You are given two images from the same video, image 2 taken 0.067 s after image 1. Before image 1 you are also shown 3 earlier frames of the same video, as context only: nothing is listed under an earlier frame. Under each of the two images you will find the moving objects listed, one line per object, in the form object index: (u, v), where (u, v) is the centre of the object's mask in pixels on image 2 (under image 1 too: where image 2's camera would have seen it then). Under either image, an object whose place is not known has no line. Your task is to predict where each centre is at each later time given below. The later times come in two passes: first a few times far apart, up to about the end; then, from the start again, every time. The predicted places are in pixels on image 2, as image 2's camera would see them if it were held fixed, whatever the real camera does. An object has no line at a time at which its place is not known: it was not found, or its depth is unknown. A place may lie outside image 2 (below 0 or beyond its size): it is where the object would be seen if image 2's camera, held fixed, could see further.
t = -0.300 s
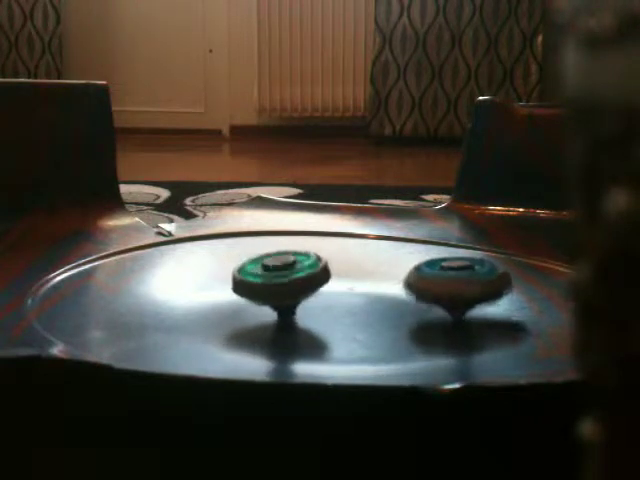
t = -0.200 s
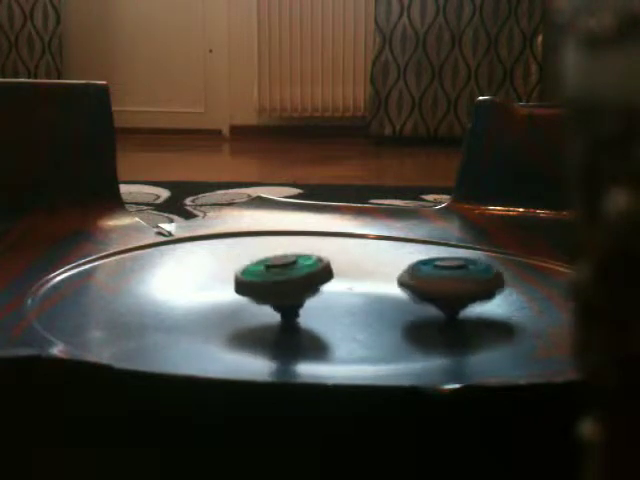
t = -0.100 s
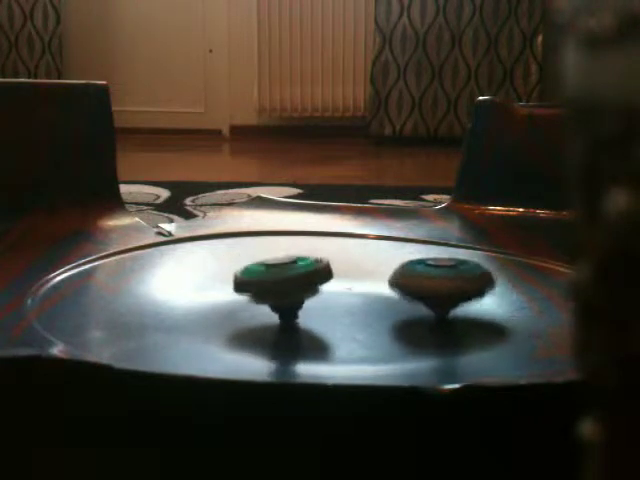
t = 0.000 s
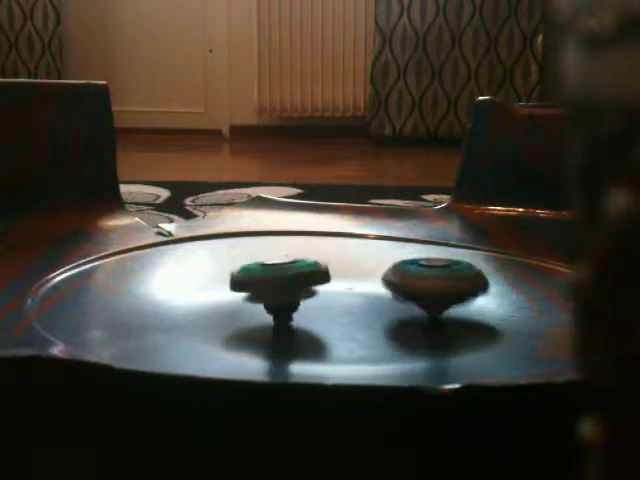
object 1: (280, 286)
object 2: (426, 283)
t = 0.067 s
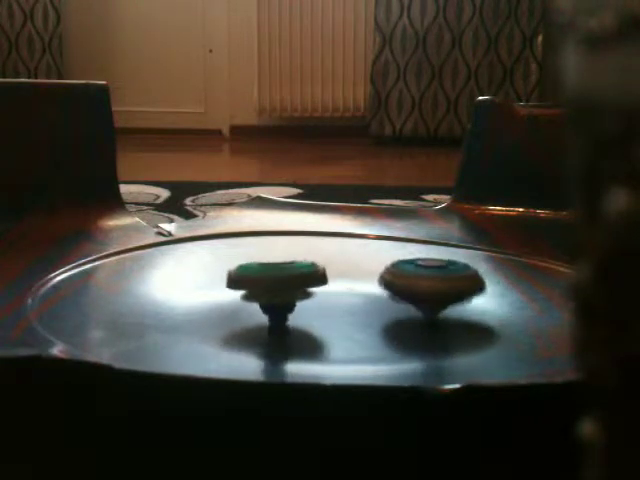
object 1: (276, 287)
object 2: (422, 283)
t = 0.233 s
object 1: (268, 285)
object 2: (417, 283)
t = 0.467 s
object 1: (267, 280)
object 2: (416, 281)
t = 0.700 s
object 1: (278, 278)
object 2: (419, 276)
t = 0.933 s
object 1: (289, 280)
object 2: (423, 272)
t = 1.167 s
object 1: (286, 284)
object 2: (408, 271)
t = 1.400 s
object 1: (275, 284)
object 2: (409, 272)
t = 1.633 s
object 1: (274, 279)
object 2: (406, 272)
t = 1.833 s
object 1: (283, 278)
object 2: (407, 272)
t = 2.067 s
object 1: (294, 280)
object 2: (407, 270)
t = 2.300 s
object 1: (292, 283)
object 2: (405, 268)
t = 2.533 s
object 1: (282, 283)
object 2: (399, 268)
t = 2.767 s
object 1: (281, 280)
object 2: (395, 269)
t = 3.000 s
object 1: (292, 278)
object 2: (394, 269)
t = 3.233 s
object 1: (301, 281)
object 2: (395, 269)
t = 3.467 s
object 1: (298, 284)
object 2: (396, 269)
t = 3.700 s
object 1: (289, 282)
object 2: (400, 268)
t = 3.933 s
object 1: (290, 279)
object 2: (402, 269)
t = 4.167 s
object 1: (300, 278)
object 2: (405, 270)
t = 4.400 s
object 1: (307, 281)
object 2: (410, 272)
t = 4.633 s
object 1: (302, 285)
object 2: (414, 273)
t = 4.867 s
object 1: (295, 282)
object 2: (418, 274)
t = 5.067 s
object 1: (297, 279)
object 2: (420, 274)
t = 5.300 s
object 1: (307, 279)
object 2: (420, 274)
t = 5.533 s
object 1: (313, 281)
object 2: (419, 274)
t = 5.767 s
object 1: (308, 284)
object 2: (415, 273)
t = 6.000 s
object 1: (301, 282)
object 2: (414, 273)
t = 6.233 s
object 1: (305, 280)
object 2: (415, 273)
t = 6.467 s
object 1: (315, 280)
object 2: (415, 271)
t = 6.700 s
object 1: (317, 283)
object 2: (408, 270)
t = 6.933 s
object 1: (311, 285)
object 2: (403, 270)
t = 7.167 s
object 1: (307, 283)
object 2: (405, 271)
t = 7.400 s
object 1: (313, 281)
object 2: (407, 269)
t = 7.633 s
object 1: (321, 282)
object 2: (404, 269)
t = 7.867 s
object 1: (321, 286)
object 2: (405, 271)
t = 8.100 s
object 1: (315, 286)
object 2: (412, 271)
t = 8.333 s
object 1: (314, 282)
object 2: (409, 270)
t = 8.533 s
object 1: (321, 282)
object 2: (408, 271)
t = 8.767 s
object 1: (327, 284)
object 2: (413, 271)
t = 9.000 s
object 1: (326, 287)
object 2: (409, 269)
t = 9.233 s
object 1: (320, 286)
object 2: (405, 270)
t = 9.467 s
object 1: (322, 284)
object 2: (409, 270)
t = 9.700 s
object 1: (331, 284)
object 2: (408, 270)
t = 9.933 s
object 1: (334, 286)
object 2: (414, 271)
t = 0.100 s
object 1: (275, 286)
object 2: (421, 283)
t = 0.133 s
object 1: (273, 286)
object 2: (420, 283)
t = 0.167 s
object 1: (271, 286)
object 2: (418, 283)
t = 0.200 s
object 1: (270, 285)
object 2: (418, 283)
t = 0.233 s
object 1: (268, 285)
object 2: (417, 283)
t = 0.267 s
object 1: (267, 284)
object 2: (417, 282)
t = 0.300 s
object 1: (266, 283)
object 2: (416, 282)
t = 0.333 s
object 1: (266, 283)
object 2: (415, 282)
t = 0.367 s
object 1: (266, 282)
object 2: (415, 282)
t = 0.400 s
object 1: (266, 282)
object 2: (414, 282)
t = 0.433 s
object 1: (266, 281)
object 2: (416, 281)
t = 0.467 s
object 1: (267, 280)
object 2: (416, 281)
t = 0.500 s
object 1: (268, 279)
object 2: (417, 280)
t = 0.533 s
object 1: (269, 279)
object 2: (417, 280)
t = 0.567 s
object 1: (271, 279)
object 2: (419, 279)
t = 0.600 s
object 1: (272, 278)
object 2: (419, 279)
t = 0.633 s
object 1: (274, 278)
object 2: (418, 278)
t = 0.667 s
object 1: (276, 278)
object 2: (420, 278)
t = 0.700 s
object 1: (278, 278)
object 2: (419, 276)
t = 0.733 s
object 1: (280, 278)
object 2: (426, 276)
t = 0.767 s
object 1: (282, 278)
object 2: (422, 275)
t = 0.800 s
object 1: (283, 278)
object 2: (427, 275)
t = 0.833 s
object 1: (285, 279)
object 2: (422, 274)
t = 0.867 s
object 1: (287, 279)
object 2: (426, 273)
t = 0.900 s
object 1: (288, 280)
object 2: (424, 273)
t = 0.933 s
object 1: (289, 280)
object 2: (423, 272)
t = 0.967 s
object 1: (289, 281)
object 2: (423, 272)
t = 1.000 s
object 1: (289, 282)
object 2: (421, 272)
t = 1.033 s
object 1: (289, 282)
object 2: (421, 272)
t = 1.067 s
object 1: (289, 283)
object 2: (420, 271)
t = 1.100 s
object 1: (288, 283)
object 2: (418, 271)
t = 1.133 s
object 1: (287, 283)
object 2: (419, 271)
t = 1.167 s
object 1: (286, 284)
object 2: (408, 271)
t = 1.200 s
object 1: (284, 284)
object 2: (416, 271)
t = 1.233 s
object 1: (283, 285)
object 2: (415, 271)
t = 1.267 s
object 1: (281, 285)
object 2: (413, 271)
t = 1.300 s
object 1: (279, 285)
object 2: (412, 272)
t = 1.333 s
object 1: (278, 285)
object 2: (411, 272)
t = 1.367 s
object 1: (276, 284)
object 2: (410, 272)
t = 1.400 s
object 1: (275, 284)
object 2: (409, 272)
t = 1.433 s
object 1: (274, 283)
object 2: (409, 272)
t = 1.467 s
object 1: (273, 283)
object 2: (407, 272)
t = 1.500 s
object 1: (273, 282)
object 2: (407, 272)
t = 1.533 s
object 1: (273, 281)
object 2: (406, 272)
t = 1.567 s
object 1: (273, 280)
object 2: (406, 272)
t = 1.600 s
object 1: (274, 280)
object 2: (405, 272)
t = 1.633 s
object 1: (274, 279)
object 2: (406, 272)
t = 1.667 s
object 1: (276, 279)
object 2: (405, 272)
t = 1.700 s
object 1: (277, 279)
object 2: (406, 272)
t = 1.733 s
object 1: (278, 278)
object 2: (406, 272)
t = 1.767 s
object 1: (279, 278)
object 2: (407, 272)
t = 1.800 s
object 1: (281, 278)
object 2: (406, 272)
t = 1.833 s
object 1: (283, 278)
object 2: (407, 272)
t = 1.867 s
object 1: (285, 278)
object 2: (407, 271)
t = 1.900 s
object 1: (287, 278)
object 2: (408, 271)
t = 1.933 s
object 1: (289, 278)
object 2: (407, 271)
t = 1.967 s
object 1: (291, 278)
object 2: (408, 271)
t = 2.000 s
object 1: (292, 279)
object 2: (407, 270)
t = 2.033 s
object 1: (293, 279)
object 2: (408, 270)
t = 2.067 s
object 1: (294, 280)
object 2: (407, 270)
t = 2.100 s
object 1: (295, 280)
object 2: (408, 270)
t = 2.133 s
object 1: (295, 281)
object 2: (407, 269)
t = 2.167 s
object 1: (295, 282)
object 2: (407, 269)
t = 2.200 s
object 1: (295, 282)
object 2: (406, 268)
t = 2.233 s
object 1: (294, 282)
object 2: (406, 268)
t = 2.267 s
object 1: (293, 283)
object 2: (405, 268)
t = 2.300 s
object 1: (292, 283)
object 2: (405, 268)
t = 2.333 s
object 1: (291, 284)
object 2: (404, 268)
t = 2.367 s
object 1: (290, 284)
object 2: (403, 268)
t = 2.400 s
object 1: (288, 284)
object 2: (402, 268)
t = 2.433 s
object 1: (286, 284)
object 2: (402, 268)
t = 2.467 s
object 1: (285, 284)
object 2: (400, 268)
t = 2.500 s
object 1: (284, 283)
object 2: (400, 268)
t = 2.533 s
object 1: (282, 283)
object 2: (399, 268)
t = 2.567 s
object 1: (282, 283)
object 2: (398, 268)
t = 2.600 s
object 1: (281, 282)
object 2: (397, 268)
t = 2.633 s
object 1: (281, 282)
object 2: (397, 268)
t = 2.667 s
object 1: (280, 281)
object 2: (396, 268)
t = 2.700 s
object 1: (280, 280)
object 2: (396, 268)
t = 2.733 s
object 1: (281, 280)
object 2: (395, 269)
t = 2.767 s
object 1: (281, 280)
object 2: (395, 269)
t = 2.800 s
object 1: (282, 279)
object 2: (395, 269)
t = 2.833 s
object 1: (284, 279)
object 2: (395, 269)
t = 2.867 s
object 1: (285, 279)
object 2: (394, 269)
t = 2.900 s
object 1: (286, 278)
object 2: (394, 269)
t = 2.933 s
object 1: (288, 278)
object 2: (394, 269)
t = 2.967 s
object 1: (290, 278)
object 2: (394, 269)
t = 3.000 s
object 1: (292, 278)
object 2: (394, 269)
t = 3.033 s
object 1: (293, 278)
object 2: (394, 269)
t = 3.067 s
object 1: (295, 278)
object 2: (394, 269)
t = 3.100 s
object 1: (296, 279)
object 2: (394, 269)
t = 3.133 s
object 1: (298, 280)
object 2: (394, 269)
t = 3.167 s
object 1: (299, 280)
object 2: (394, 269)
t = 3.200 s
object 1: (300, 281)
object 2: (394, 269)
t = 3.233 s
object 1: (301, 281)
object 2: (395, 269)
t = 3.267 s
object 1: (301, 281)
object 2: (395, 269)
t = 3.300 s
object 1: (301, 281)
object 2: (395, 269)
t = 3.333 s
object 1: (300, 282)
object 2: (395, 269)
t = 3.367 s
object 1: (300, 282)
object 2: (395, 269)
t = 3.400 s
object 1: (299, 282)
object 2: (395, 269)
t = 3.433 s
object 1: (298, 283)
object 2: (395, 269)
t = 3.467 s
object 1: (298, 284)
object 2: (396, 269)
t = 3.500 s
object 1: (296, 284)
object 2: (397, 269)
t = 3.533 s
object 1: (295, 284)
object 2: (398, 269)
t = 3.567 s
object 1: (293, 284)
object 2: (398, 269)
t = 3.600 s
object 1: (292, 285)
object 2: (399, 269)
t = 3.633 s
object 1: (290, 284)
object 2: (399, 269)
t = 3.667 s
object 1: (290, 283)
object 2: (400, 269)
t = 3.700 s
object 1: (289, 282)
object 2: (400, 268)
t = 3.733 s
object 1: (288, 282)
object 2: (401, 269)
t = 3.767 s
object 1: (288, 282)
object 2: (401, 269)
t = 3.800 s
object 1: (288, 281)
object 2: (401, 269)
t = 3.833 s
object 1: (288, 281)
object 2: (401, 269)
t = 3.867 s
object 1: (288, 280)
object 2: (401, 269)
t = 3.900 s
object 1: (289, 280)
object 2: (401, 269)
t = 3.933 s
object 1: (290, 279)
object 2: (402, 269)
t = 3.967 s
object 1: (291, 279)
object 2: (402, 269)
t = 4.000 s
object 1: (292, 278)
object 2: (402, 269)
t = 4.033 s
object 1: (294, 278)
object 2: (402, 270)
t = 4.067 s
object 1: (295, 278)
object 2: (403, 270)
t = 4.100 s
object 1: (297, 278)
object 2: (404, 270)
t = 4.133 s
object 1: (298, 278)
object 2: (405, 270)
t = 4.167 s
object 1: (300, 278)
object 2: (405, 270)
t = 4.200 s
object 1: (301, 278)
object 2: (406, 271)
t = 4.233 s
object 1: (303, 278)
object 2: (407, 271)
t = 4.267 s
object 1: (304, 279)
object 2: (408, 271)
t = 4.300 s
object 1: (305, 279)
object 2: (409, 271)
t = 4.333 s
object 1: (306, 280)
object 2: (409, 271)
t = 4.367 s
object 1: (307, 280)
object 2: (410, 272)
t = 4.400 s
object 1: (307, 281)
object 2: (410, 272)
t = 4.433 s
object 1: (307, 281)
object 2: (411, 272)
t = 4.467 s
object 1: (307, 282)
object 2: (411, 272)
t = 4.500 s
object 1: (306, 282)
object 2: (412, 272)
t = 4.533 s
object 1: (306, 283)
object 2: (412, 272)
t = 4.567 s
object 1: (305, 284)
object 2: (412, 272)
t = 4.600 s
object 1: (304, 284)
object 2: (412, 273)
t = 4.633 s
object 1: (302, 285)
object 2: (414, 273)
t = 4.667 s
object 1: (301, 285)
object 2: (414, 273)
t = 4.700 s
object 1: (300, 285)
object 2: (415, 273)
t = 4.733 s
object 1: (298, 284)
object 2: (415, 273)
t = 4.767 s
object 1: (297, 284)
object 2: (416, 273)
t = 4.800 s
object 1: (296, 283)
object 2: (417, 274)
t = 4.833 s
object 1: (295, 283)
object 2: (417, 273)
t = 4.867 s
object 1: (295, 282)
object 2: (418, 274)
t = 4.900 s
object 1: (295, 282)
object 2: (417, 274)
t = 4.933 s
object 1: (294, 282)
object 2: (418, 274)
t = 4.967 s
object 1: (295, 281)
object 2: (418, 273)
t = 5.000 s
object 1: (295, 281)
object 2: (419, 274)
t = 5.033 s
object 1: (296, 280)
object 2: (419, 274)
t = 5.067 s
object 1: (297, 279)
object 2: (420, 274)
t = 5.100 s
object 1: (298, 279)
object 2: (420, 274)
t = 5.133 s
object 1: (300, 279)
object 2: (420, 274)
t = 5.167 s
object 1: (301, 279)
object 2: (420, 274)
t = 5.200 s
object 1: (303, 279)
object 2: (420, 274)
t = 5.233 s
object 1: (304, 279)
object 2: (420, 274)
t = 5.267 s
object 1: (306, 279)
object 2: (420, 274)
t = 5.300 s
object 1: (307, 279)
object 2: (420, 274)
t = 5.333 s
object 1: (308, 279)
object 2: (419, 274)
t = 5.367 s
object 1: (309, 279)
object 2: (420, 274)
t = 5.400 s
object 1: (311, 280)
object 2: (419, 273)
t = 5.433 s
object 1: (312, 280)
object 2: (420, 274)
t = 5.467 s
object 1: (312, 281)
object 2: (419, 273)
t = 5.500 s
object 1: (312, 281)
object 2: (420, 274)
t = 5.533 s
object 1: (313, 281)
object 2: (419, 274)
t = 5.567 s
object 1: (312, 282)
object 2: (419, 273)
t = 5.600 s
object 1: (312, 282)
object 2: (418, 273)
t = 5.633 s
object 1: (312, 283)
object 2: (418, 273)
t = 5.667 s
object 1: (311, 284)
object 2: (416, 273)
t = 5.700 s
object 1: (310, 284)
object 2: (416, 273)
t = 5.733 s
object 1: (309, 284)
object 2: (415, 273)
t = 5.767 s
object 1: (308, 284)
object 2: (415, 273)
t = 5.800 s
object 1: (306, 284)
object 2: (415, 273)
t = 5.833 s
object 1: (305, 284)
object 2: (414, 273)
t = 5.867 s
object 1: (304, 284)
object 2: (414, 273)
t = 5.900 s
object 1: (303, 283)
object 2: (413, 273)
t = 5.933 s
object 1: (302, 283)
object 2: (414, 273)
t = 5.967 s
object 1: (302, 283)
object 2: (414, 273)
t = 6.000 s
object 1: (301, 282)
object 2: (414, 273)
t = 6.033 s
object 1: (301, 282)
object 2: (413, 273)
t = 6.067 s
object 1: (301, 282)
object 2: (414, 273)
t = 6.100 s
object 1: (301, 281)
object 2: (414, 273)
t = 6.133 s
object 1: (302, 280)
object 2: (414, 273)
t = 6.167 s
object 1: (303, 280)
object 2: (414, 273)
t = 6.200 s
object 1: (304, 280)
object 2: (415, 273)
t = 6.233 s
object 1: (305, 280)
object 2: (415, 273)
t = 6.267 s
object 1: (306, 279)
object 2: (415, 273)
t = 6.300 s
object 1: (308, 279)
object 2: (416, 273)
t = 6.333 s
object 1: (309, 279)
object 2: (415, 272)
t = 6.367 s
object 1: (310, 279)
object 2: (416, 272)
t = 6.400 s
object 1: (312, 280)
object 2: (415, 272)
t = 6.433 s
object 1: (313, 280)
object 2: (416, 272)
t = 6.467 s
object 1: (315, 280)
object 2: (415, 271)
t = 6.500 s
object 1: (316, 281)
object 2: (415, 271)
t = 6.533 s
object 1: (316, 281)
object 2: (414, 271)
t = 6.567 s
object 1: (317, 282)
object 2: (413, 271)
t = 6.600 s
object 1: (318, 282)
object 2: (412, 271)
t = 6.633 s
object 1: (317, 283)
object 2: (410, 270)
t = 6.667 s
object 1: (317, 283)
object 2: (409, 270)
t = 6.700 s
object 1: (317, 283)
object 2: (408, 270)
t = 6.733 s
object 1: (317, 284)
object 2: (407, 270)
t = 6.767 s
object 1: (316, 284)
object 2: (405, 270)
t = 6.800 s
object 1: (316, 284)
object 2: (405, 270)
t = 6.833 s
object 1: (315, 284)
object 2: (404, 270)
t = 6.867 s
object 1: (313, 285)
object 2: (404, 270)
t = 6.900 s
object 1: (312, 285)
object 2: (403, 270)
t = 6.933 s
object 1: (311, 285)
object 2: (403, 270)
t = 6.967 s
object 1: (310, 285)
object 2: (403, 270)
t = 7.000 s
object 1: (309, 284)
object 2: (403, 270)
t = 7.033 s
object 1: (308, 284)
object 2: (403, 271)
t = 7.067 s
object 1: (307, 284)
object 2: (403, 270)
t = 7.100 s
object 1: (307, 284)
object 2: (403, 271)
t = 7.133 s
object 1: (307, 283)
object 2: (403, 270)
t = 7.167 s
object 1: (307, 283)
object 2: (405, 271)
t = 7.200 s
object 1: (307, 282)
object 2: (405, 271)
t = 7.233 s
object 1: (308, 282)
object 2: (407, 271)
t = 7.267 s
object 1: (308, 281)
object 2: (407, 270)
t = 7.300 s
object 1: (310, 281)
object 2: (408, 270)
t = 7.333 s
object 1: (310, 281)
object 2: (408, 270)
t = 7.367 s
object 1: (312, 281)
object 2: (407, 269)
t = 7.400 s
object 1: (313, 281)
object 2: (407, 269)
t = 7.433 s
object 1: (315, 281)
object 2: (406, 269)
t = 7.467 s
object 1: (316, 281)
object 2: (406, 269)
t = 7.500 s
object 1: (317, 281)
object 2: (405, 269)
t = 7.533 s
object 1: (318, 281)
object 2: (405, 269)
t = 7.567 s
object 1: (319, 281)
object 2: (405, 269)
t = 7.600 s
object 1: (320, 282)
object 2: (404, 269)
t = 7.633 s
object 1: (321, 282)
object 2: (404, 269)
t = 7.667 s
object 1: (322, 283)
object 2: (404, 269)
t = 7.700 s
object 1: (322, 283)
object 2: (404, 269)
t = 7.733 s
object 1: (322, 284)
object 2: (404, 269)
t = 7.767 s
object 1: (322, 284)
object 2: (404, 270)
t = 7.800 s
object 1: (322, 285)
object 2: (404, 270)
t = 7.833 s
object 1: (322, 285)
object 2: (405, 270)
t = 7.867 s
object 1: (321, 286)
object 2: (405, 271)
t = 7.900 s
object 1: (320, 286)
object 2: (406, 271)
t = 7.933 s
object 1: (320, 286)
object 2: (408, 271)
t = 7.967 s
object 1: (318, 286)
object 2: (408, 271)
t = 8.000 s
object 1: (318, 287)
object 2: (409, 271)
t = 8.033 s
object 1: (316, 286)
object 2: (410, 272)
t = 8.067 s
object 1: (316, 286)
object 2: (412, 271)
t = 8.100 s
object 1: (315, 286)
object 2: (412, 271)
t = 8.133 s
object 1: (314, 285)
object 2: (413, 271)
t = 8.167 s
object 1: (313, 285)
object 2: (413, 271)
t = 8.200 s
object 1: (313, 285)
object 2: (412, 271)
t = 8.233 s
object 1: (313, 284)
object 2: (412, 271)
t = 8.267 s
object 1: (313, 284)
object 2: (411, 270)
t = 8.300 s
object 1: (313, 283)
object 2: (410, 270)
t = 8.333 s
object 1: (314, 282)
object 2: (409, 270)
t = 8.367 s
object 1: (315, 282)
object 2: (408, 270)
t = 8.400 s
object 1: (316, 282)
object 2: (407, 270)
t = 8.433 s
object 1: (317, 282)
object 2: (406, 270)
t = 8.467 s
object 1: (318, 282)
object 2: (407, 271)
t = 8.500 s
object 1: (319, 282)
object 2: (406, 271)
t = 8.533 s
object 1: (321, 282)
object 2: (408, 271)
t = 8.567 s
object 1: (322, 282)
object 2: (408, 271)
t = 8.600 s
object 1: (323, 282)
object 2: (409, 272)
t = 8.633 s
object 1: (324, 282)
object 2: (410, 272)
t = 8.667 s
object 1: (325, 282)
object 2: (411, 272)
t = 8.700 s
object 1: (326, 284)
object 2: (412, 272)
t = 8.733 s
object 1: (327, 284)
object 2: (412, 271)
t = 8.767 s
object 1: (327, 284)
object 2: (413, 271)
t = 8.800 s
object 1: (327, 285)
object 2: (413, 271)
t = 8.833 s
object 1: (328, 285)
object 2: (413, 271)
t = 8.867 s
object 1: (328, 285)
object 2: (412, 271)
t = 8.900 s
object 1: (328, 286)
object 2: (412, 270)
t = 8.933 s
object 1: (327, 287)
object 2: (411, 270)
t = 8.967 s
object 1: (327, 287)
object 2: (410, 269)
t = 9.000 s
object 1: (326, 287)
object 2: (409, 269)
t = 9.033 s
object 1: (325, 287)
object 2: (406, 269)
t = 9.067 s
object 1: (324, 287)
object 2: (406, 269)
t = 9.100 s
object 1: (323, 287)
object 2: (404, 269)
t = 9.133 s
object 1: (322, 287)
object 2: (404, 269)
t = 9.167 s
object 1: (321, 287)
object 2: (404, 270)
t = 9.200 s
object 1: (321, 287)
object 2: (404, 270)
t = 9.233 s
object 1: (320, 286)
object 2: (405, 270)
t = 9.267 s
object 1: (319, 286)
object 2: (405, 270)
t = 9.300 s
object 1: (320, 286)
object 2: (407, 270)
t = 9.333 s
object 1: (319, 285)
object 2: (407, 270)
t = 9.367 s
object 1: (320, 285)
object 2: (409, 270)
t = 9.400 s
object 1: (320, 284)
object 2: (409, 270)
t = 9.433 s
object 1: (321, 284)
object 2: (409, 270)
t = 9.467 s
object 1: (322, 284)
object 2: (409, 270)
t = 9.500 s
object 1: (323, 284)
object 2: (408, 269)
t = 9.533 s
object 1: (324, 283)
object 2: (408, 269)
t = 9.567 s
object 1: (326, 283)
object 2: (407, 269)
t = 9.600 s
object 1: (326, 283)
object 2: (408, 269)
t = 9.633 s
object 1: (328, 283)
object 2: (408, 269)
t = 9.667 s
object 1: (329, 283)
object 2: (407, 269)
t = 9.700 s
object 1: (331, 284)
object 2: (408, 270)
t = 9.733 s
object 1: (331, 284)
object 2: (409, 270)
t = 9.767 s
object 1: (332, 284)
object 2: (410, 270)
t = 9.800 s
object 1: (333, 285)
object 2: (411, 270)
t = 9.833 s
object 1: (334, 285)
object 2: (412, 271)
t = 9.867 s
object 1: (334, 285)
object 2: (413, 271)
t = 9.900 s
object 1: (334, 286)
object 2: (413, 270)
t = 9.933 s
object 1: (334, 286)
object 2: (414, 271)
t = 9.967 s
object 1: (334, 287)
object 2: (414, 270)
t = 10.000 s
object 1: (334, 288)
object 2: (414, 270)
